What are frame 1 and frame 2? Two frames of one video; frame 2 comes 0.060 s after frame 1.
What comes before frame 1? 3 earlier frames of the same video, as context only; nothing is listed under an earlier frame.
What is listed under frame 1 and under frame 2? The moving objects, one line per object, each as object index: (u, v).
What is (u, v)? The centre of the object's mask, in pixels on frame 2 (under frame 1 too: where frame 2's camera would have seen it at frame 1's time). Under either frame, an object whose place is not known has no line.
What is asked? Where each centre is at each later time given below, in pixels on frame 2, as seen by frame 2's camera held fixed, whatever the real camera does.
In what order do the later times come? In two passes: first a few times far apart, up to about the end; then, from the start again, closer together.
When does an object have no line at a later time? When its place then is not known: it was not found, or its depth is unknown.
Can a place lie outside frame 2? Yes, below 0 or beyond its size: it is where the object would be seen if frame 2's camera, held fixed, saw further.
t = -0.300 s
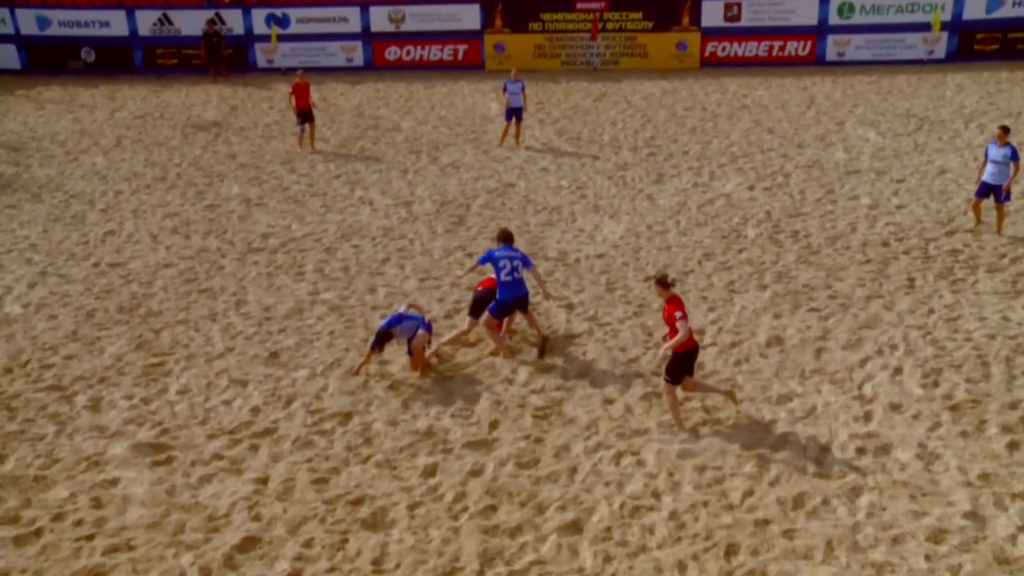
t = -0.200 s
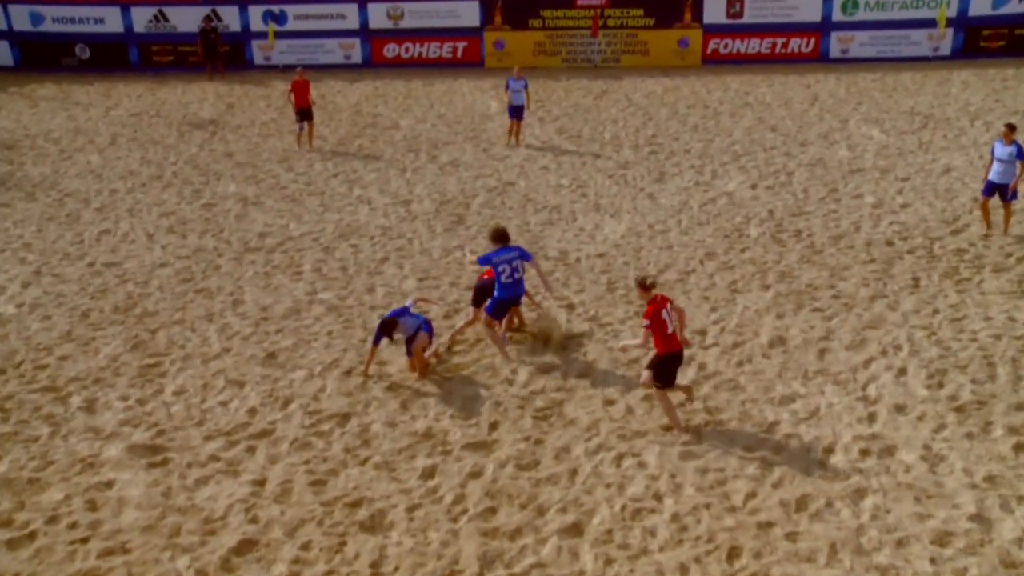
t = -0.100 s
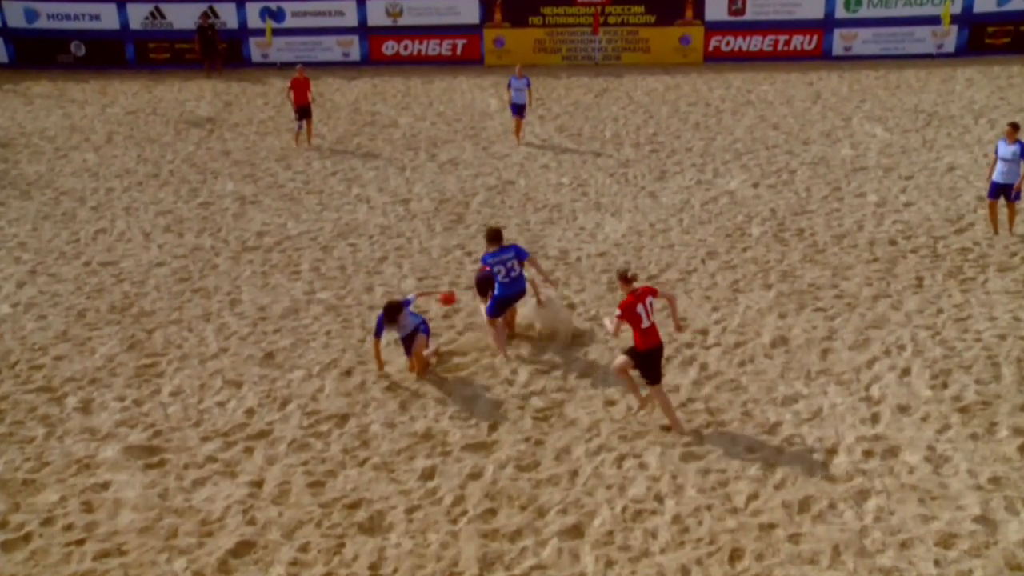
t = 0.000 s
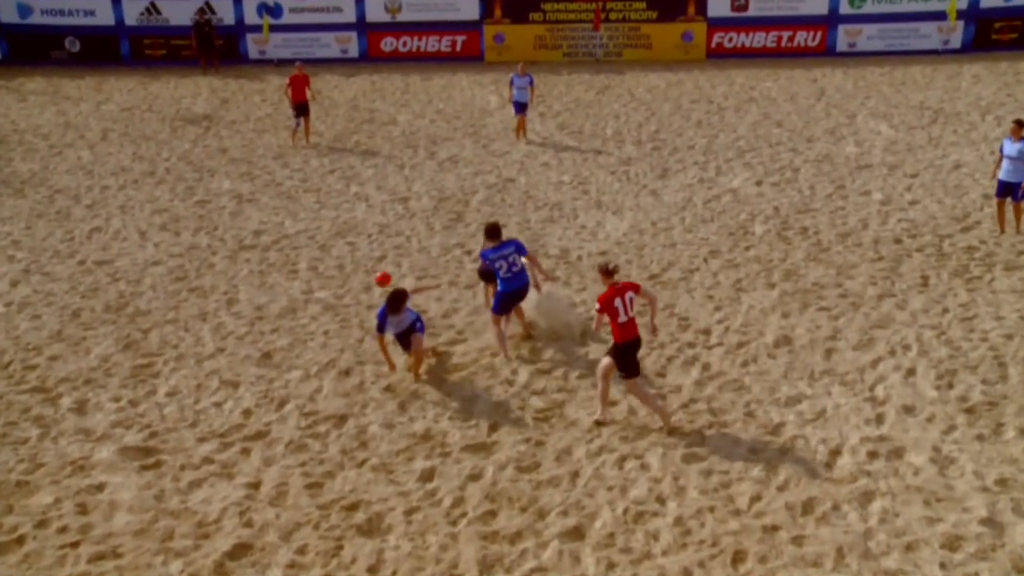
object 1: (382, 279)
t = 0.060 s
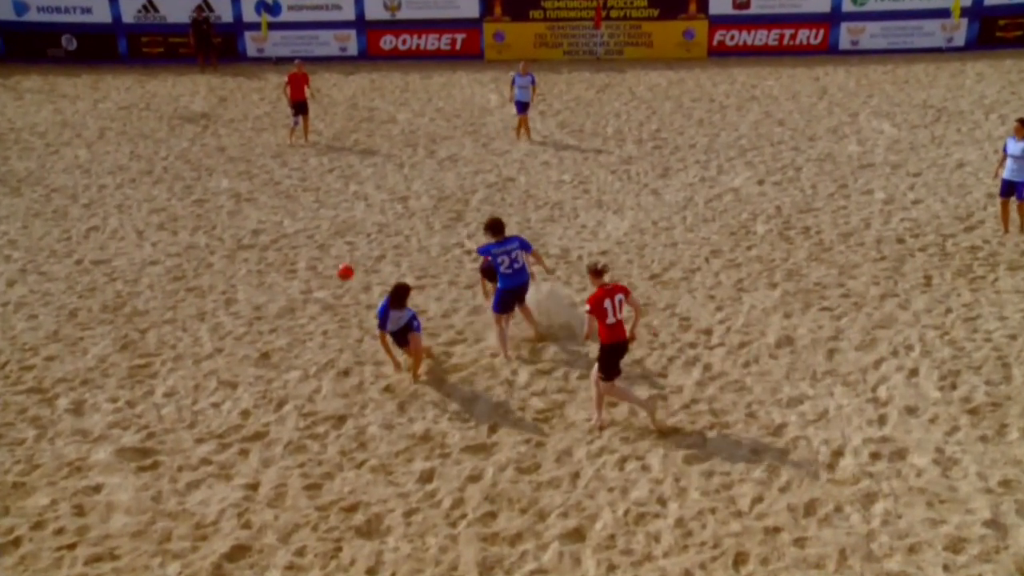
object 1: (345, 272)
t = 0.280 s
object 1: (218, 267)
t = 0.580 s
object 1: (97, 279)
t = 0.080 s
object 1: (333, 270)
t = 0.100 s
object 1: (321, 269)
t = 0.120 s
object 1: (310, 268)
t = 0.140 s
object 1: (298, 266)
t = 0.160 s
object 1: (287, 266)
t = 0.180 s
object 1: (274, 265)
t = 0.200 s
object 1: (264, 265)
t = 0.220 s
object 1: (252, 265)
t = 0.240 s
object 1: (241, 266)
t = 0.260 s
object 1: (230, 267)
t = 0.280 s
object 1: (218, 267)
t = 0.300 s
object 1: (208, 269)
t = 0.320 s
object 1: (197, 270)
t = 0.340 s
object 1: (187, 272)
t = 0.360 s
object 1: (177, 274)
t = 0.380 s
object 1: (166, 276)
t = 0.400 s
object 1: (156, 280)
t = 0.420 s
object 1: (146, 283)
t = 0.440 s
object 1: (137, 285)
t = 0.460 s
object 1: (131, 284)
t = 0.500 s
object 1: (119, 281)
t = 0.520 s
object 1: (113, 279)
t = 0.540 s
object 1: (108, 279)
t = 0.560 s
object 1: (103, 279)
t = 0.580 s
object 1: (97, 279)
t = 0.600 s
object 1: (92, 279)
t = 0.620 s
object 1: (87, 279)
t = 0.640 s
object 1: (83, 280)
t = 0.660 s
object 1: (78, 279)
